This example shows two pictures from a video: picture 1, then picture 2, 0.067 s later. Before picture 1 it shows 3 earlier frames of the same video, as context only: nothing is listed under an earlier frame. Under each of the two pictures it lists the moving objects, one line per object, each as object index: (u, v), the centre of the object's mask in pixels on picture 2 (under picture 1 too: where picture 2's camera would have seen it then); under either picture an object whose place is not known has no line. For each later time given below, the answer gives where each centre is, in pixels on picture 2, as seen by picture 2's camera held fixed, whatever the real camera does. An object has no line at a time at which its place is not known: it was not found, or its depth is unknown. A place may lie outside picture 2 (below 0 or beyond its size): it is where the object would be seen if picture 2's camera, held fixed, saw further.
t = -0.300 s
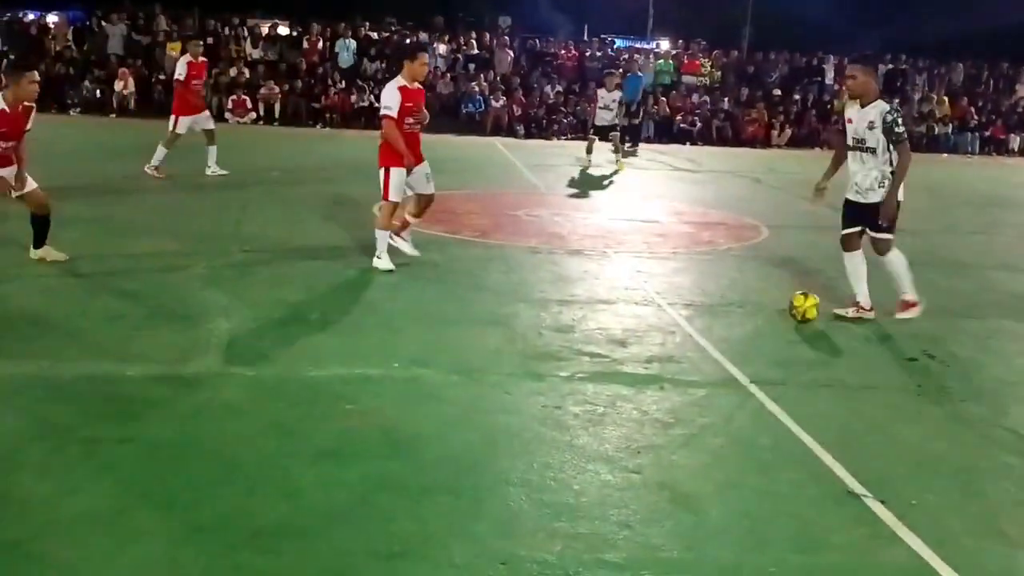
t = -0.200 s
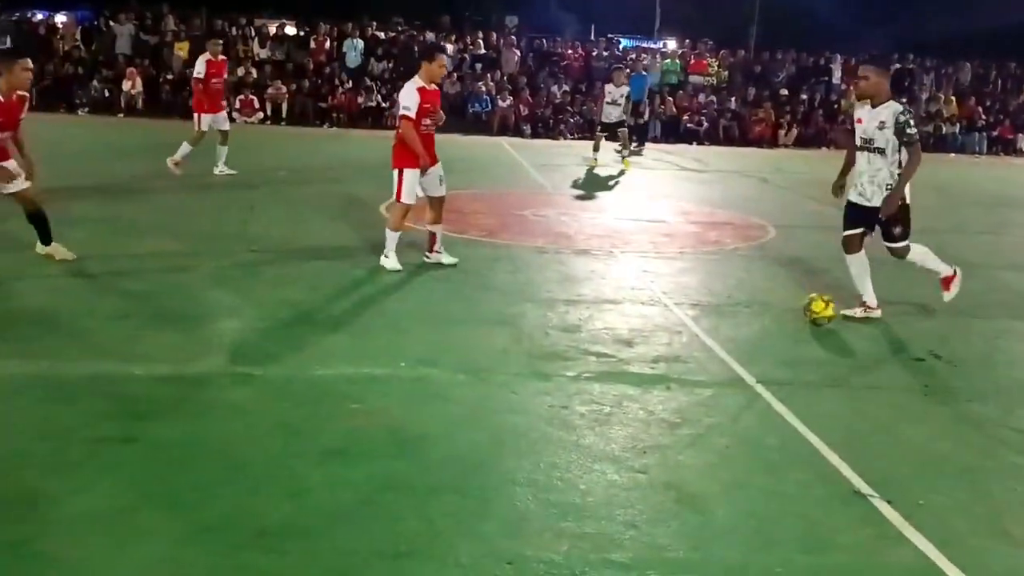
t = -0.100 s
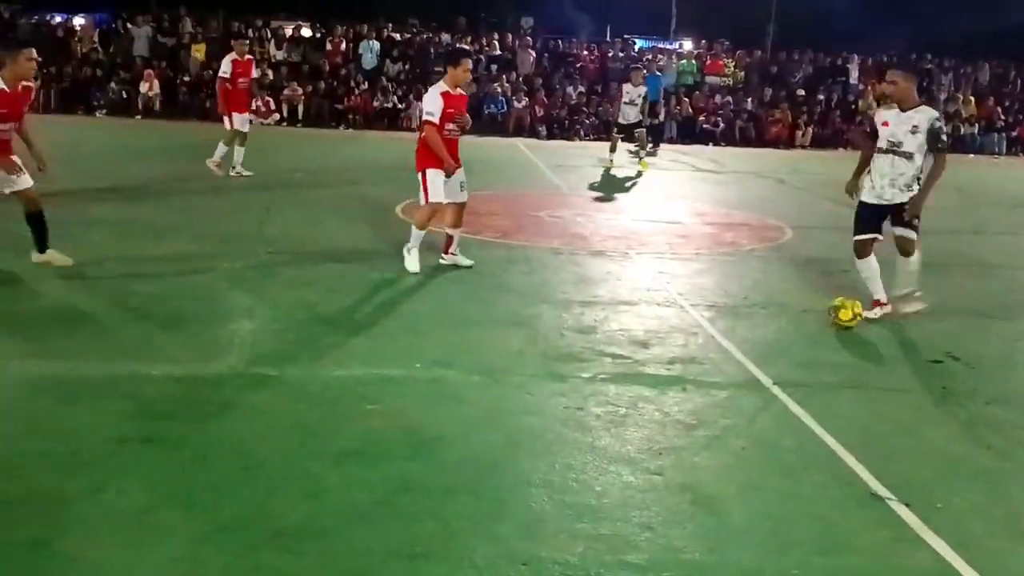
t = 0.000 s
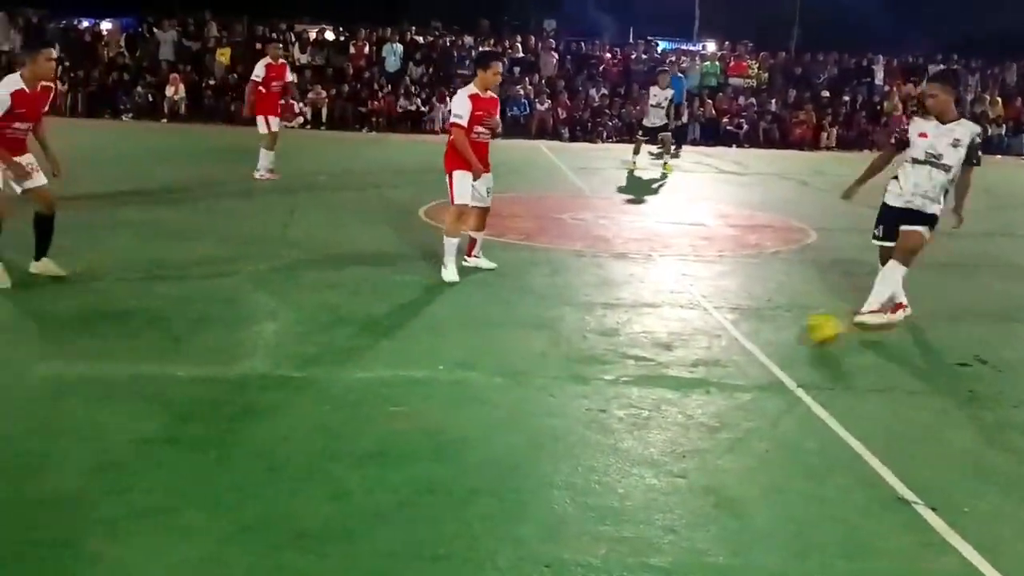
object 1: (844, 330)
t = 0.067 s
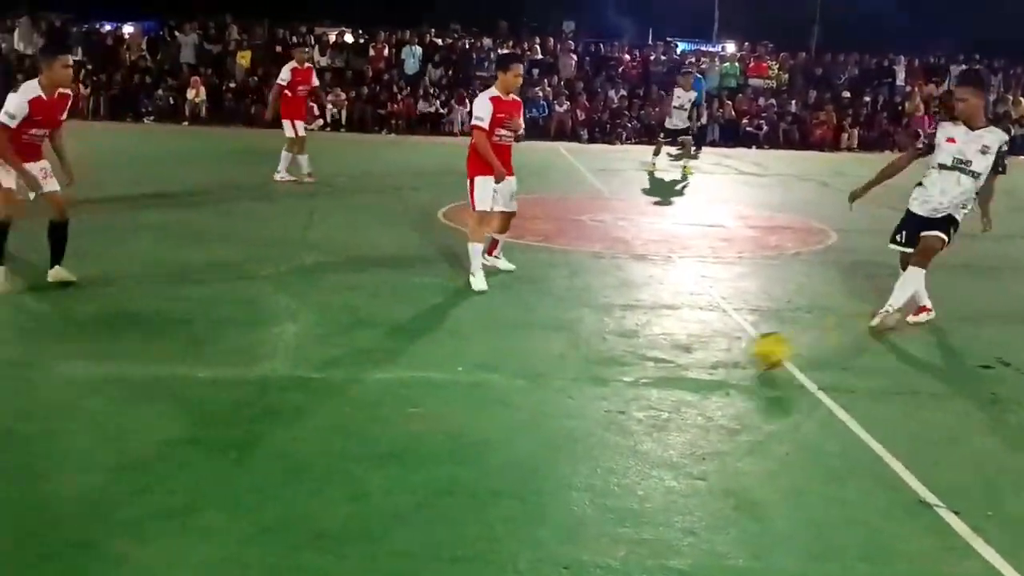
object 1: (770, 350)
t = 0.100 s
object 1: (732, 359)
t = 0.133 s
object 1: (692, 369)
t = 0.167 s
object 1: (649, 379)
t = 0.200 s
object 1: (603, 392)
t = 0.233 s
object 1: (554, 404)
